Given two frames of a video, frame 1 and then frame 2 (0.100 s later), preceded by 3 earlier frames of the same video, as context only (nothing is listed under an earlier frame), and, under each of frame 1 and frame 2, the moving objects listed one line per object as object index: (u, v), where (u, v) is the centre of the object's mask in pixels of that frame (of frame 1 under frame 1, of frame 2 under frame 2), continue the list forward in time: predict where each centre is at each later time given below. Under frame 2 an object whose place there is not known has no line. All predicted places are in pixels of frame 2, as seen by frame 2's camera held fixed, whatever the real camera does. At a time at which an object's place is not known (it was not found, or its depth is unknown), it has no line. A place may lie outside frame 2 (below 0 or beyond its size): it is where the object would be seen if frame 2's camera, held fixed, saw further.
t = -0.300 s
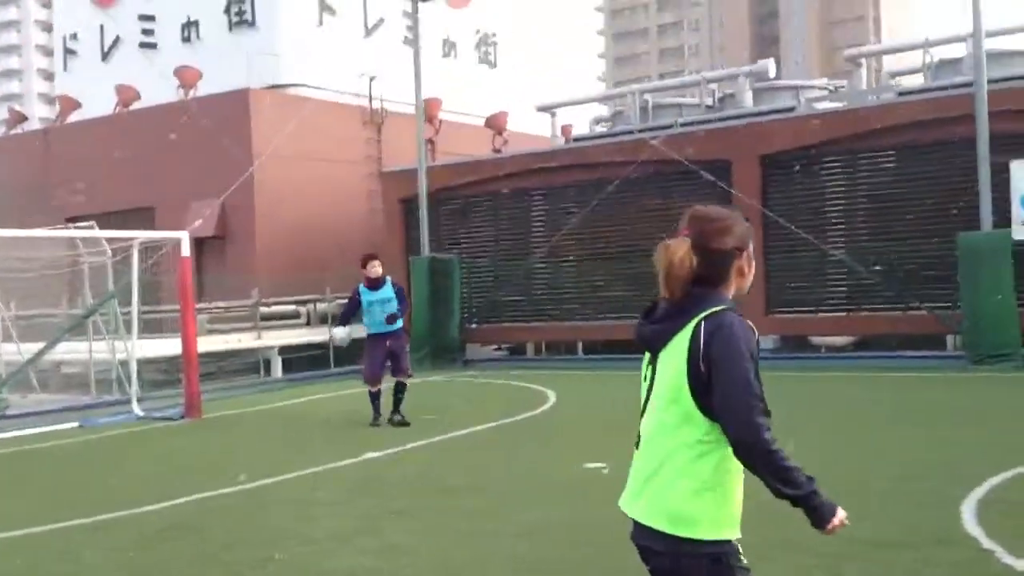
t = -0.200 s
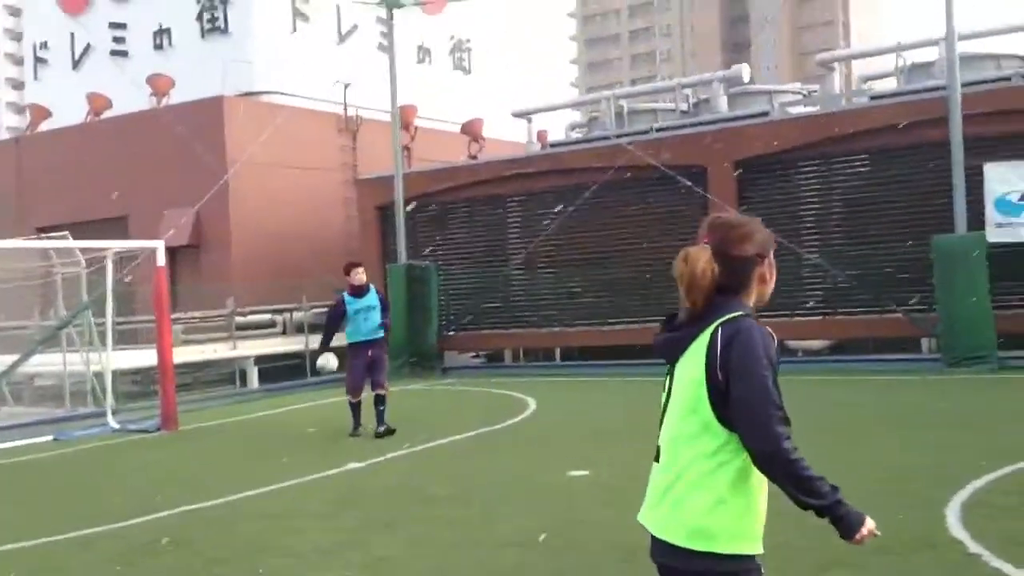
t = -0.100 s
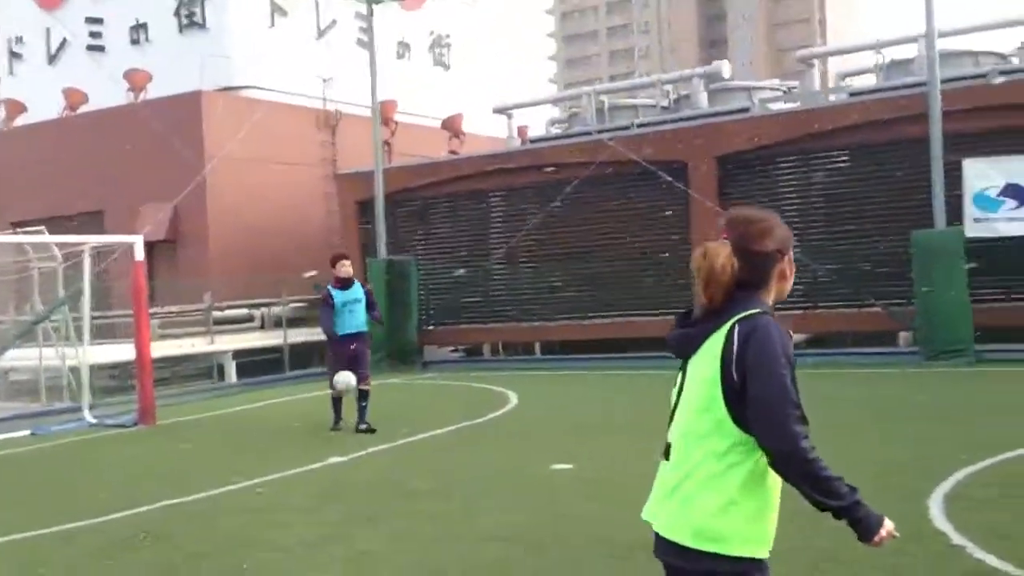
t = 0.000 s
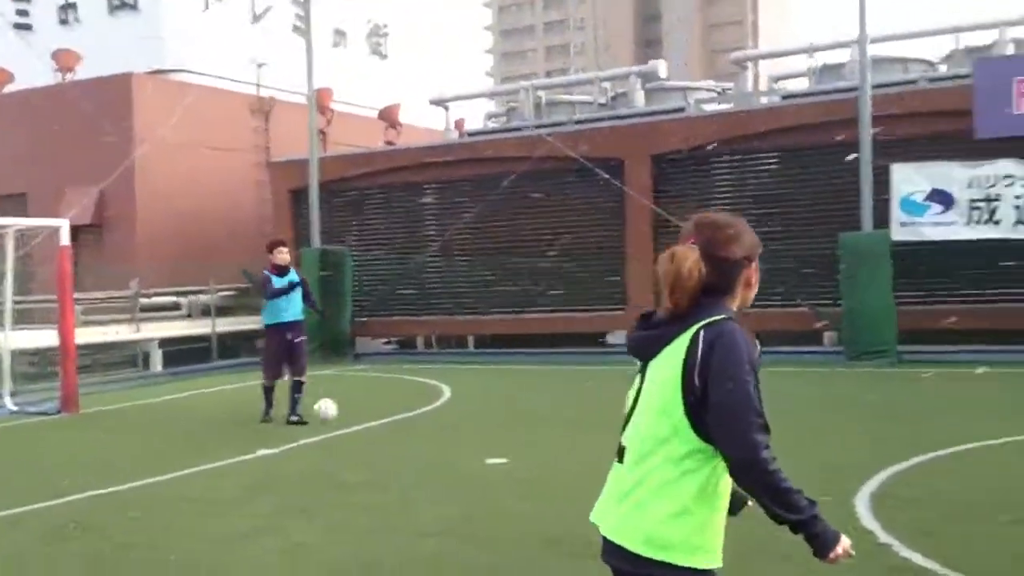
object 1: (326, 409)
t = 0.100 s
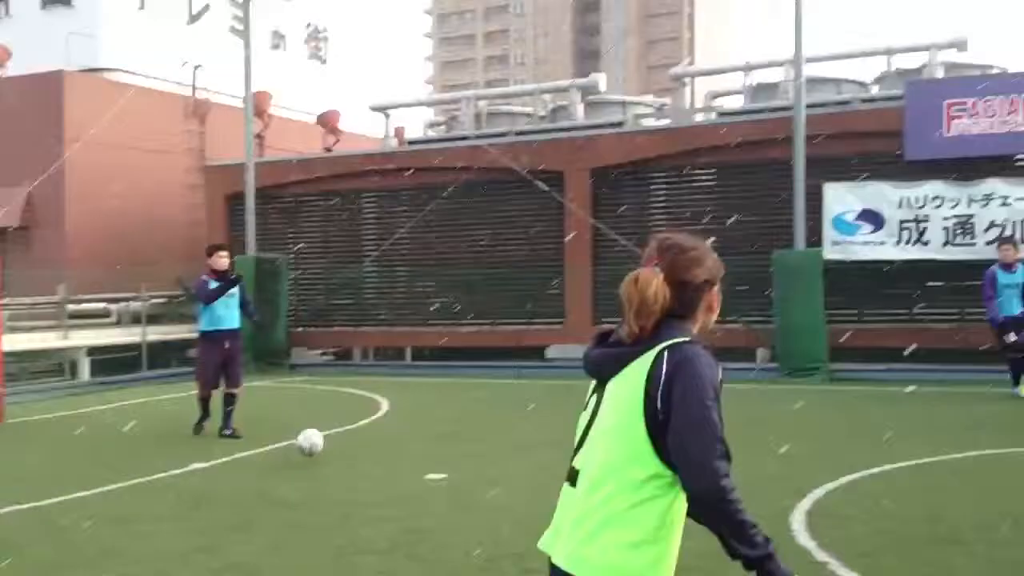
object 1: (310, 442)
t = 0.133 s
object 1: (325, 438)
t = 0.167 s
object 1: (340, 434)
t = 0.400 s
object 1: (456, 465)
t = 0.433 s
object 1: (474, 476)
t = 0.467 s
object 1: (492, 488)
